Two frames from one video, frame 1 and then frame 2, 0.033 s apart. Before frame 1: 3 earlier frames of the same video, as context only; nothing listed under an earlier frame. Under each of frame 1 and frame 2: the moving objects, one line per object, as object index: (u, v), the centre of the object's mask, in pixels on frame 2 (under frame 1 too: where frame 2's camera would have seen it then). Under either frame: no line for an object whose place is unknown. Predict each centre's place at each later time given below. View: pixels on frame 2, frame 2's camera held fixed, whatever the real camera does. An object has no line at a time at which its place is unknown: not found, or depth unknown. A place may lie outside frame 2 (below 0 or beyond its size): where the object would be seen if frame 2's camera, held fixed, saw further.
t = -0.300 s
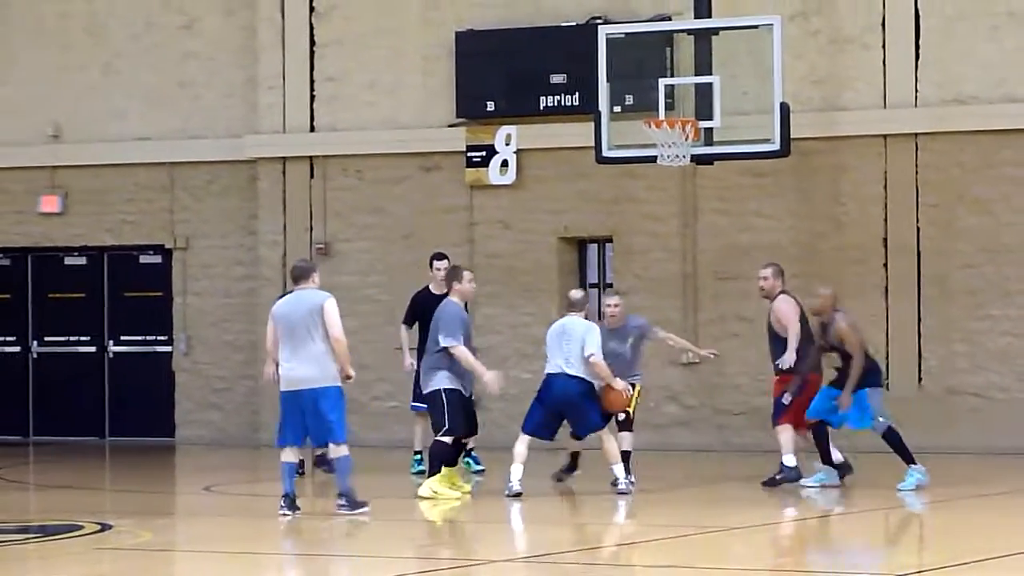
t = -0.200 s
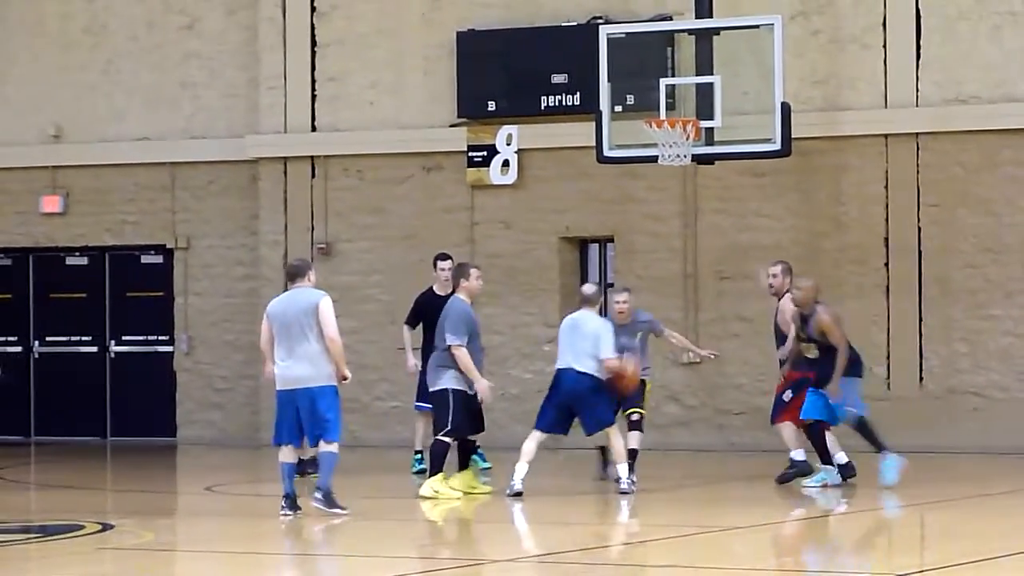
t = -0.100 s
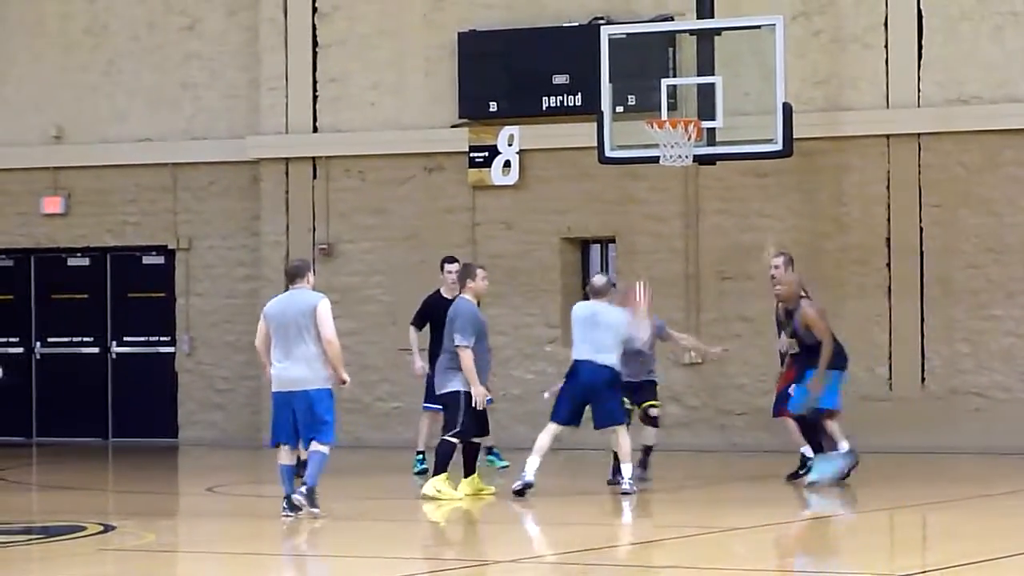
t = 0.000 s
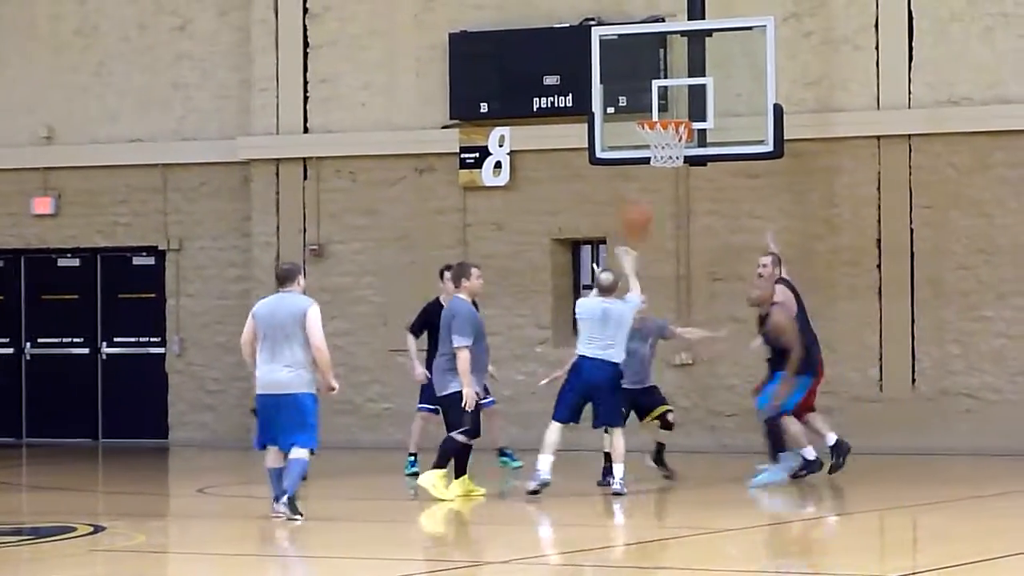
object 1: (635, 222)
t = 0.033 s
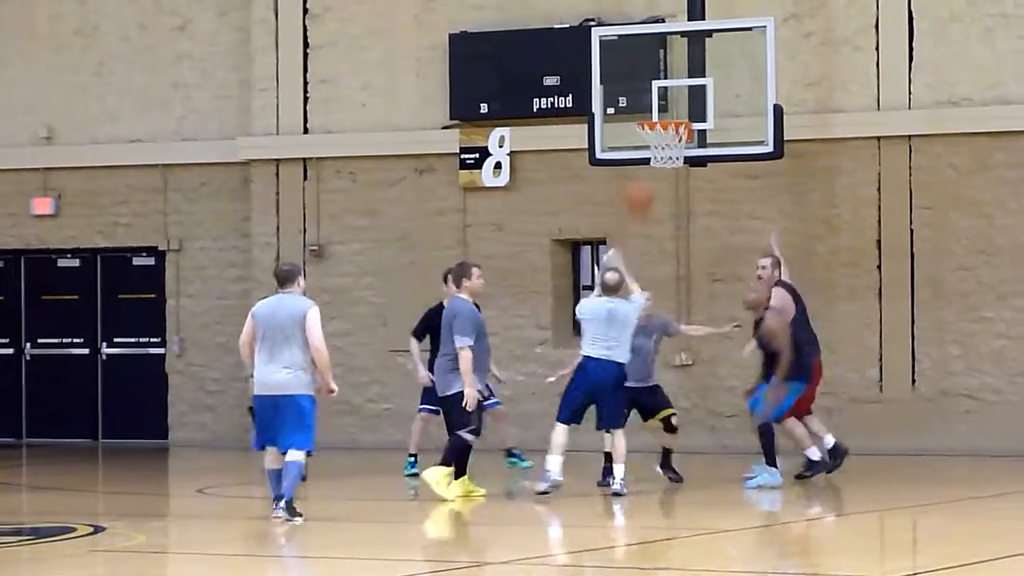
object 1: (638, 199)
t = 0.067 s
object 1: (640, 175)
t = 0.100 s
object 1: (643, 156)
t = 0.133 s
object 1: (646, 135)
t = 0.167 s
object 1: (648, 120)
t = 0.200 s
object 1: (651, 104)
